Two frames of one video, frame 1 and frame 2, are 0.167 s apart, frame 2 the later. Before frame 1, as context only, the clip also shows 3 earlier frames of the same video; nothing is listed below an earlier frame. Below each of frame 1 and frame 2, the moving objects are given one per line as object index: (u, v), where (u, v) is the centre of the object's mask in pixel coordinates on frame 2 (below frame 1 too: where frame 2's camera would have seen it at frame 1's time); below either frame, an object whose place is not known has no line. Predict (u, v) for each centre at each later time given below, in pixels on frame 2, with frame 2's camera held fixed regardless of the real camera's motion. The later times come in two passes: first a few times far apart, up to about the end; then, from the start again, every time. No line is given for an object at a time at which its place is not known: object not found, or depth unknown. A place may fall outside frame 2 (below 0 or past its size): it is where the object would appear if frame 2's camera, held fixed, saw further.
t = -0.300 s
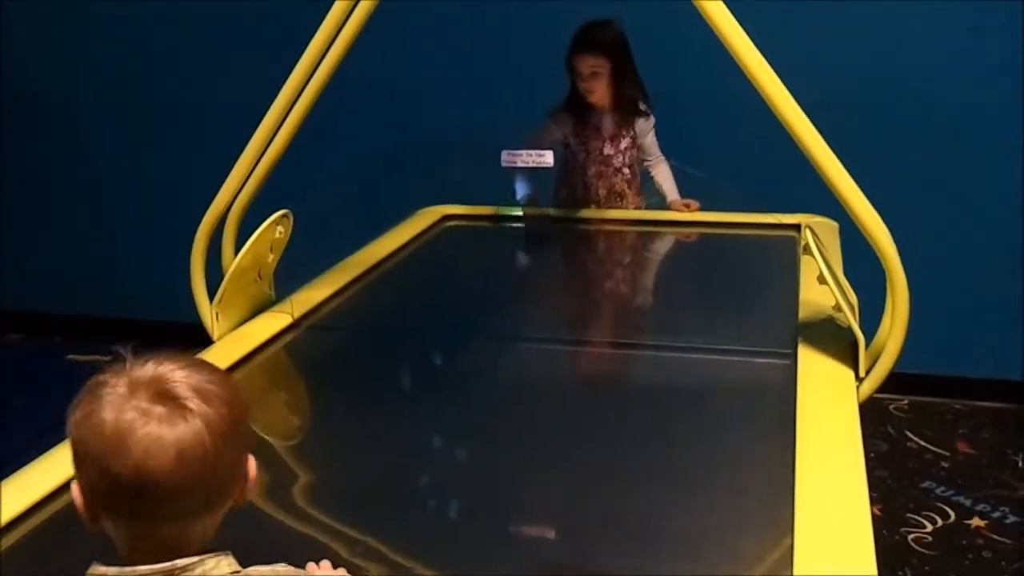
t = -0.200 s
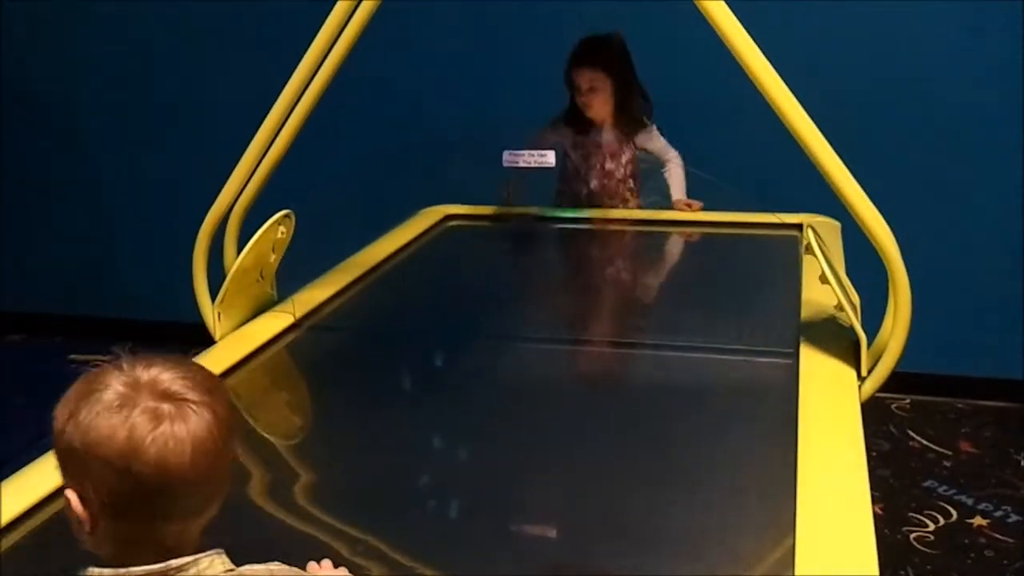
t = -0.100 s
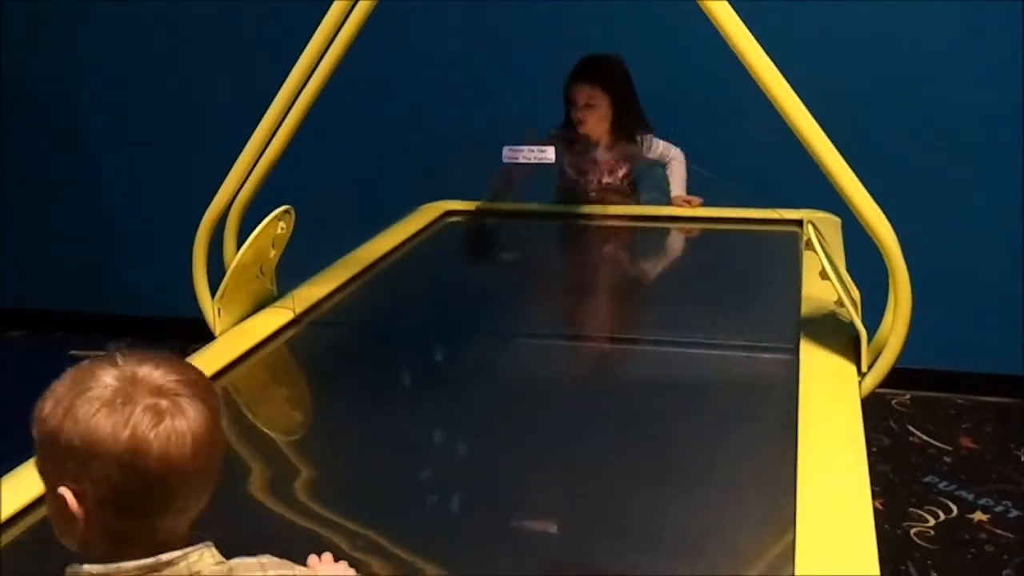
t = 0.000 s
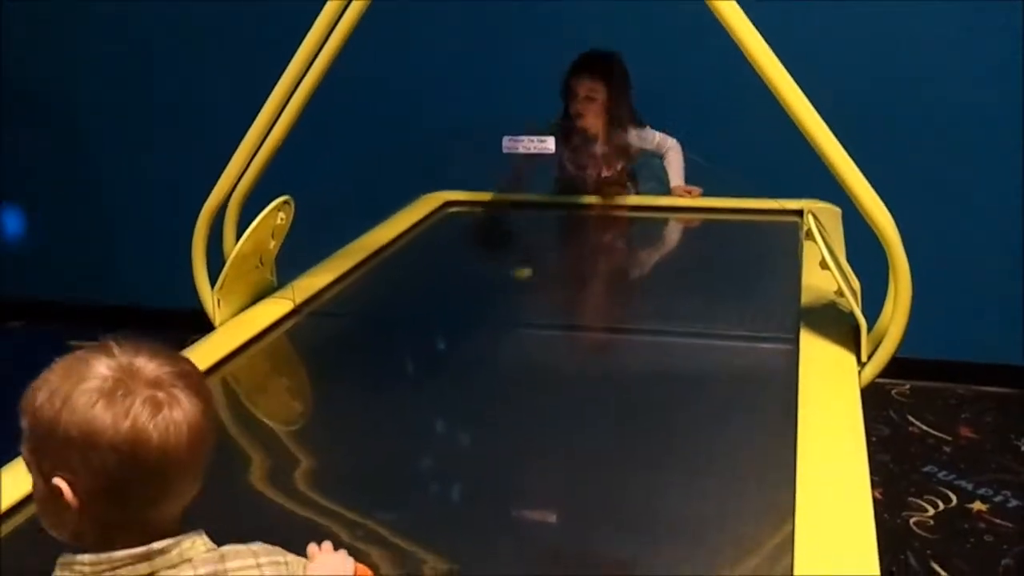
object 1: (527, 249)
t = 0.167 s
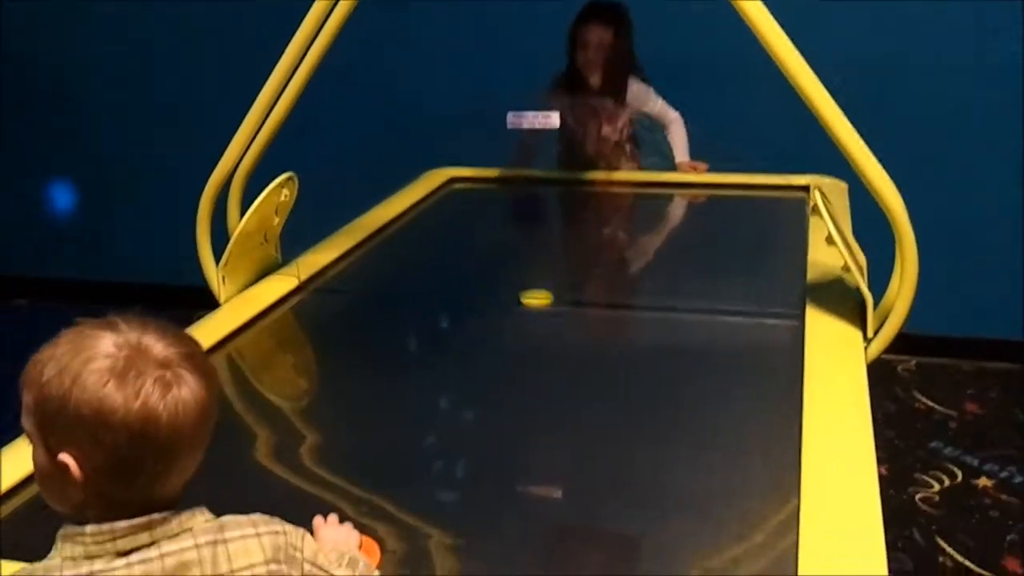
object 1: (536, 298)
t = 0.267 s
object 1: (546, 334)
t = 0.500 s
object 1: (576, 452)
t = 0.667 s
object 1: (610, 590)
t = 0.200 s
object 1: (539, 309)
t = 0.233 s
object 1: (543, 321)
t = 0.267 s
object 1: (546, 334)
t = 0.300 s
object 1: (549, 347)
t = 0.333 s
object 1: (553, 361)
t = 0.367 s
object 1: (557, 377)
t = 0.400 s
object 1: (561, 393)
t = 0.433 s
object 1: (565, 411)
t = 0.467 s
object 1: (570, 431)
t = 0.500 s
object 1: (576, 452)
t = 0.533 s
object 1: (581, 474)
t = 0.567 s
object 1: (587, 499)
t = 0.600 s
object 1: (594, 525)
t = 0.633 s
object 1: (602, 556)
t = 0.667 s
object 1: (610, 590)
